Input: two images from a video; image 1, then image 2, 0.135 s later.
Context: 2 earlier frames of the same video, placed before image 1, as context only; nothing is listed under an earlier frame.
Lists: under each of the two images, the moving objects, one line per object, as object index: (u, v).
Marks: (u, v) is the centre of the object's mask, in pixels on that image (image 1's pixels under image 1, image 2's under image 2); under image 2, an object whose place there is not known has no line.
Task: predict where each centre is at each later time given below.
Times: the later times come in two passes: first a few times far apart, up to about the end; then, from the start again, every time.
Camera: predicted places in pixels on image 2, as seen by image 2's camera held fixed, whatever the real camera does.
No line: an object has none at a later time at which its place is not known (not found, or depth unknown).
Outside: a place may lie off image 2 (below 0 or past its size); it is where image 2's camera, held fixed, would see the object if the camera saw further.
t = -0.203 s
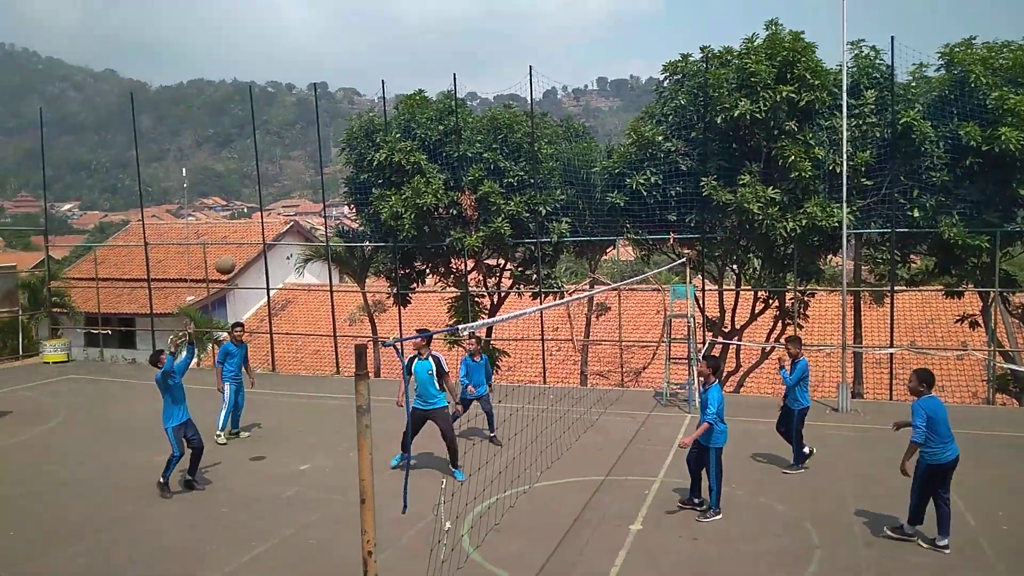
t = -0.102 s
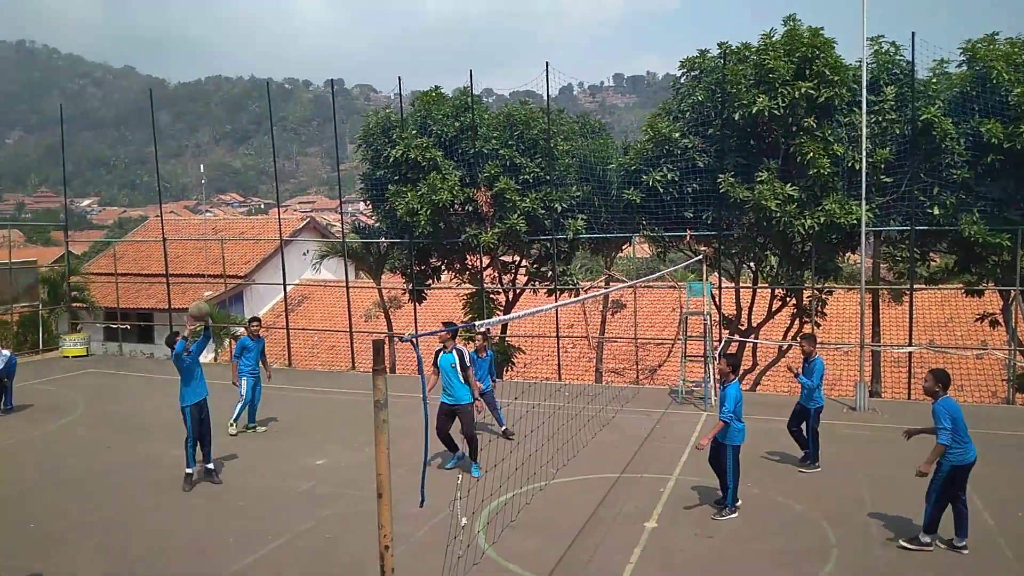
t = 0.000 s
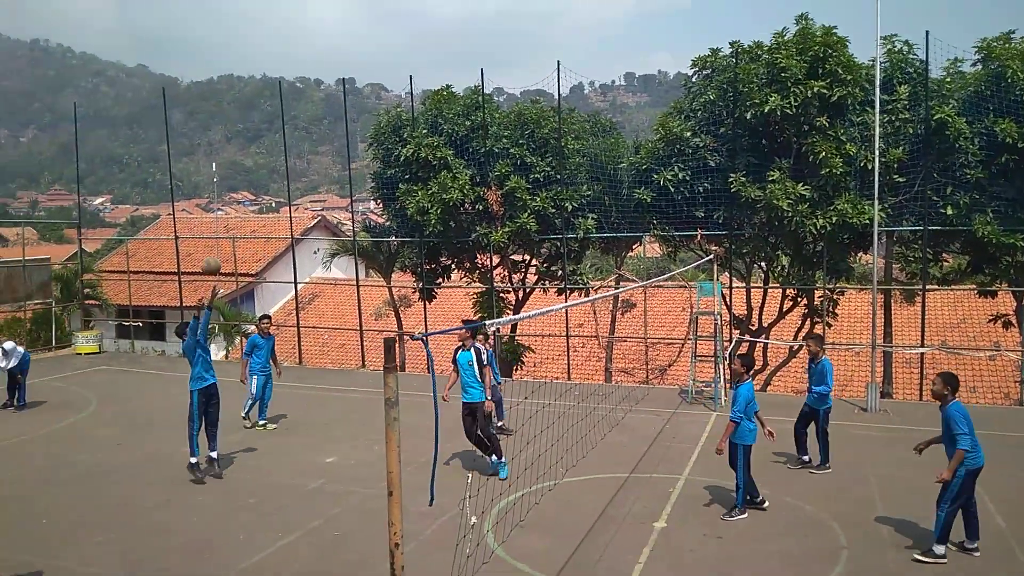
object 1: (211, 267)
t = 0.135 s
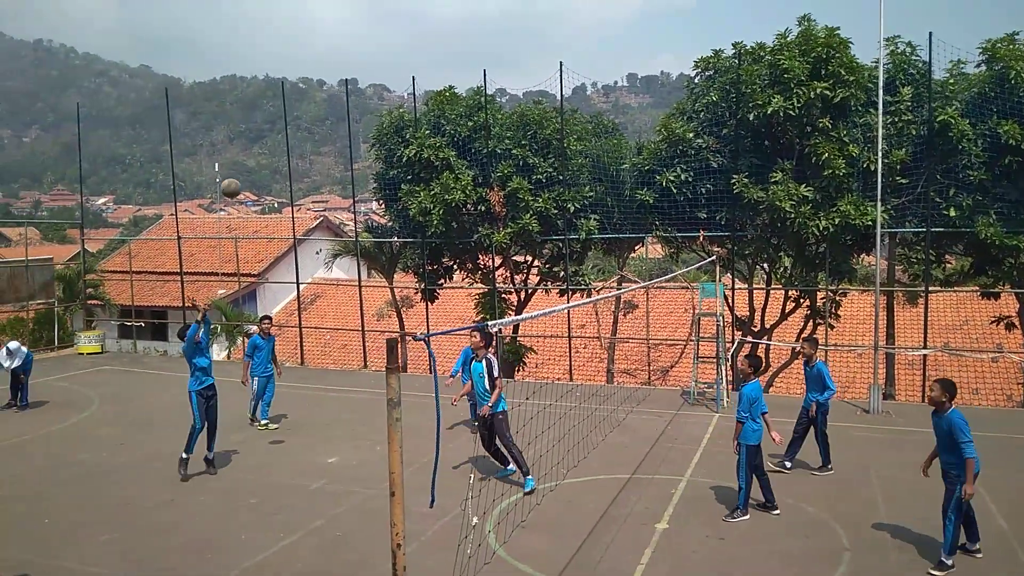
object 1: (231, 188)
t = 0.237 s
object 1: (245, 139)
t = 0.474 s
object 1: (279, 61)
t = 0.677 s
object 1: (311, 33)
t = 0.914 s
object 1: (349, 51)
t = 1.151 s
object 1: (389, 123)
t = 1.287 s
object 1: (409, 188)
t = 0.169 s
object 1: (235, 171)
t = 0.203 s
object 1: (240, 155)
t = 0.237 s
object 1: (245, 139)
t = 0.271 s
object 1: (249, 125)
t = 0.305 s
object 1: (254, 112)
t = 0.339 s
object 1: (259, 99)
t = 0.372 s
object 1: (264, 88)
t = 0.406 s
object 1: (268, 78)
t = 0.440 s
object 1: (274, 69)
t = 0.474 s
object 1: (279, 61)
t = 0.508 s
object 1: (284, 54)
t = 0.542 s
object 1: (289, 47)
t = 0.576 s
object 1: (295, 42)
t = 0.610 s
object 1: (300, 38)
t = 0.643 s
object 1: (305, 35)
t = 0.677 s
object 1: (311, 33)
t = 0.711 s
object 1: (316, 32)
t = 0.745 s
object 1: (322, 33)
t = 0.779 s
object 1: (327, 34)
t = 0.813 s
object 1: (332, 36)
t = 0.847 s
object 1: (338, 40)
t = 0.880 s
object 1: (344, 45)
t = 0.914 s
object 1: (349, 51)
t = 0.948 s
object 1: (355, 58)
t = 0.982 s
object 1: (361, 66)
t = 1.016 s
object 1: (366, 75)
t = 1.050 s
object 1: (371, 86)
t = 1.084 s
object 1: (377, 97)
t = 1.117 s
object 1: (382, 109)
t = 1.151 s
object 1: (389, 123)
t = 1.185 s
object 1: (393, 138)
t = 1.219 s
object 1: (399, 154)
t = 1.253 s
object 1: (405, 171)
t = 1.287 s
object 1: (409, 188)
